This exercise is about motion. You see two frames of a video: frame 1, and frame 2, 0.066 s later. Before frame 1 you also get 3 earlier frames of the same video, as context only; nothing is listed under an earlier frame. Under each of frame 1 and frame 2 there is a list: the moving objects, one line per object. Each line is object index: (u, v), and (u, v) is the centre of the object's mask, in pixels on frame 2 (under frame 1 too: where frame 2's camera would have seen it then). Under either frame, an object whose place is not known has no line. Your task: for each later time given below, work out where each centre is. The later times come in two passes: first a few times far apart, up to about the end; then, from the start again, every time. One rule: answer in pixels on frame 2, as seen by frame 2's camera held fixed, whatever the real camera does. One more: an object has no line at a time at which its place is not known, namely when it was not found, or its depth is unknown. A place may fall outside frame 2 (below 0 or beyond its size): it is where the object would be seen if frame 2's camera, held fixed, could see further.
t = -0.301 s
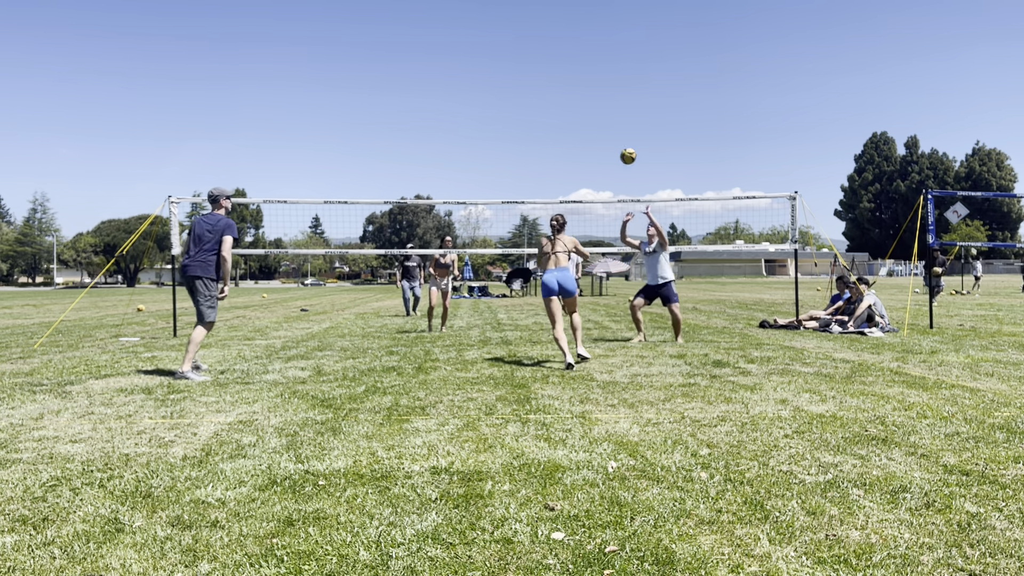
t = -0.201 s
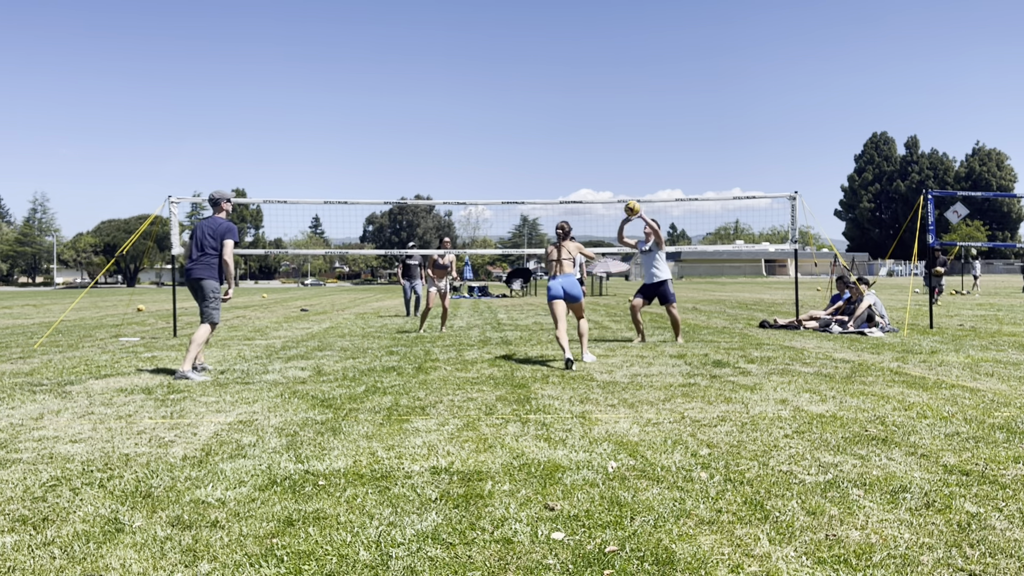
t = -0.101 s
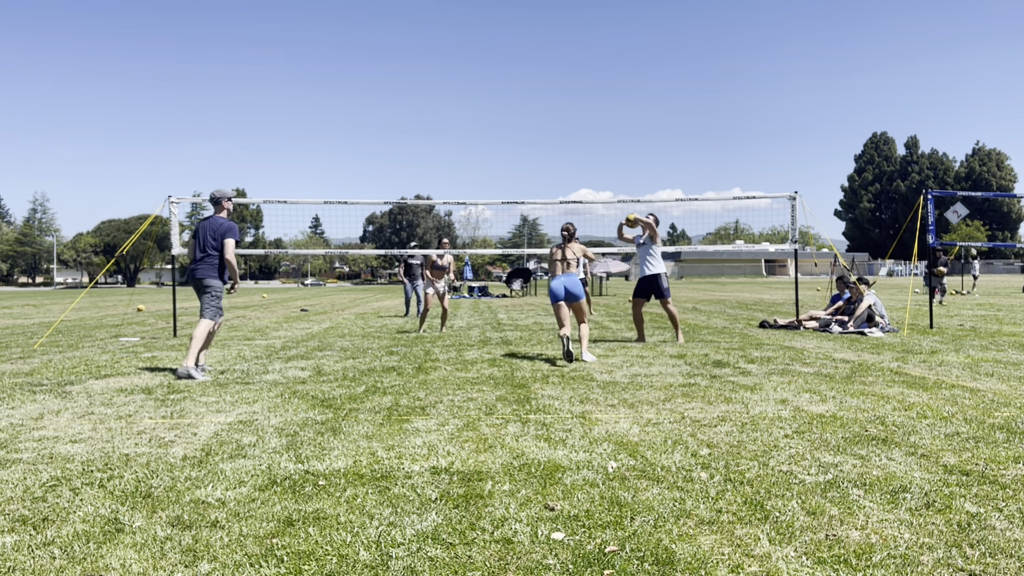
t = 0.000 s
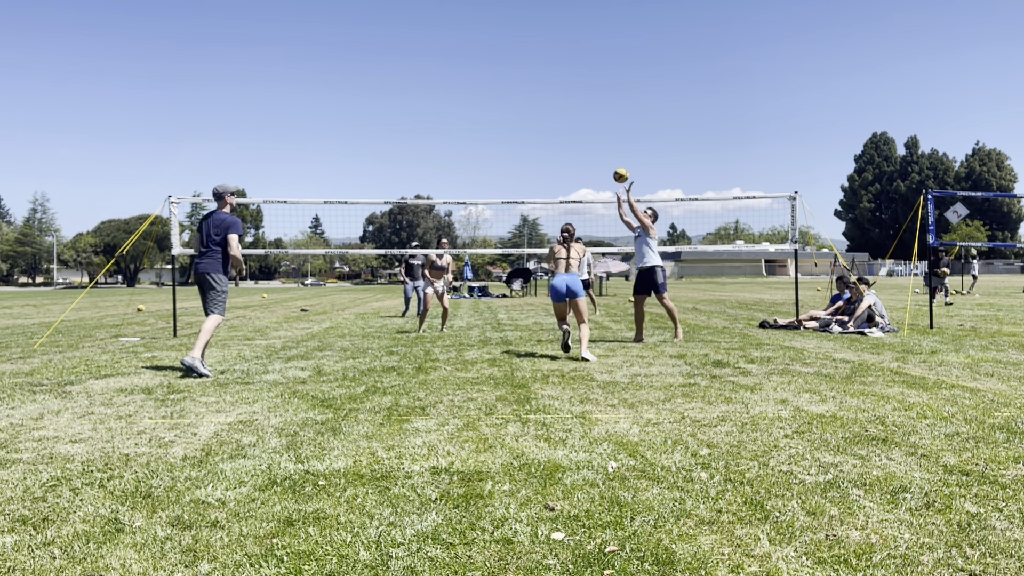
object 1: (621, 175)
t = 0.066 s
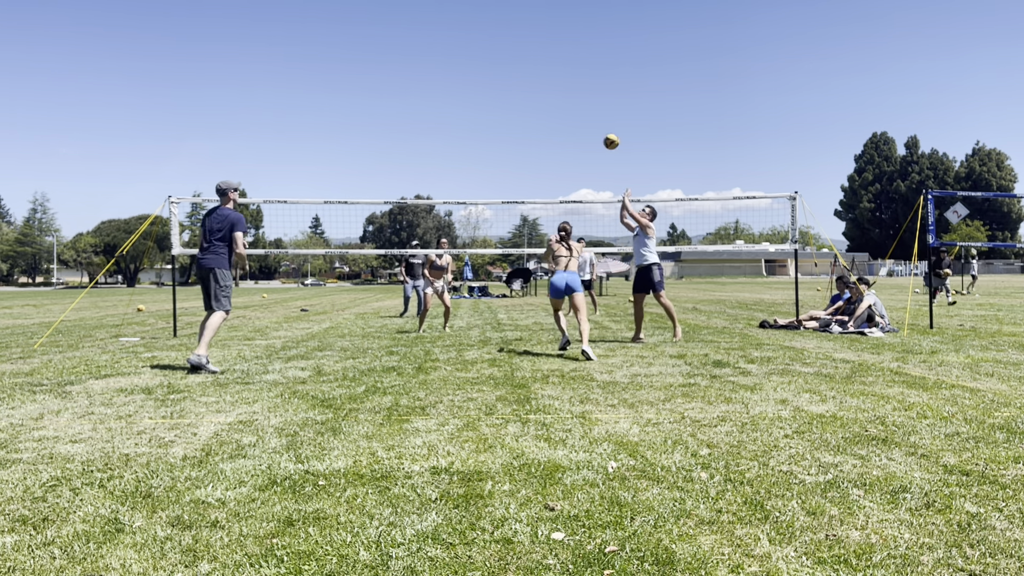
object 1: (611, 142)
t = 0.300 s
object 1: (580, 52)
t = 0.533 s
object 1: (553, 6)
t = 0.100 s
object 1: (606, 126)
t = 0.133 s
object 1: (602, 112)
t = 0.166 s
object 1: (597, 98)
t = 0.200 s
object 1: (593, 85)
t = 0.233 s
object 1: (588, 73)
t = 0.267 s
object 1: (584, 62)
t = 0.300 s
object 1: (580, 52)
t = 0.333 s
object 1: (576, 43)
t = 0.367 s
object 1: (572, 35)
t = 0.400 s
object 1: (568, 27)
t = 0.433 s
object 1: (564, 21)
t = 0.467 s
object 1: (560, 15)
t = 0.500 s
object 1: (556, 10)
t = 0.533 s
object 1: (553, 6)
